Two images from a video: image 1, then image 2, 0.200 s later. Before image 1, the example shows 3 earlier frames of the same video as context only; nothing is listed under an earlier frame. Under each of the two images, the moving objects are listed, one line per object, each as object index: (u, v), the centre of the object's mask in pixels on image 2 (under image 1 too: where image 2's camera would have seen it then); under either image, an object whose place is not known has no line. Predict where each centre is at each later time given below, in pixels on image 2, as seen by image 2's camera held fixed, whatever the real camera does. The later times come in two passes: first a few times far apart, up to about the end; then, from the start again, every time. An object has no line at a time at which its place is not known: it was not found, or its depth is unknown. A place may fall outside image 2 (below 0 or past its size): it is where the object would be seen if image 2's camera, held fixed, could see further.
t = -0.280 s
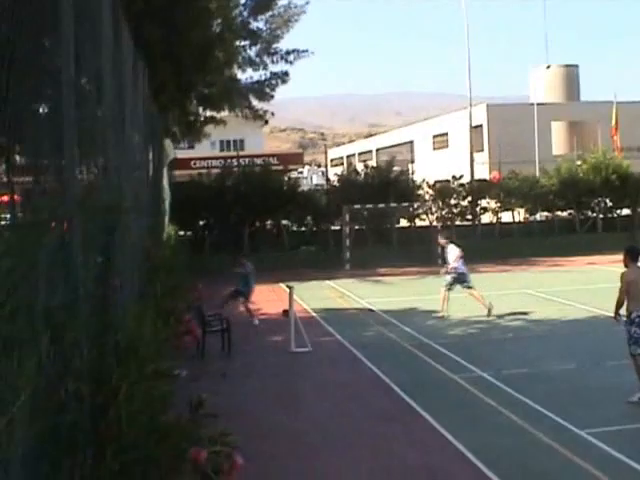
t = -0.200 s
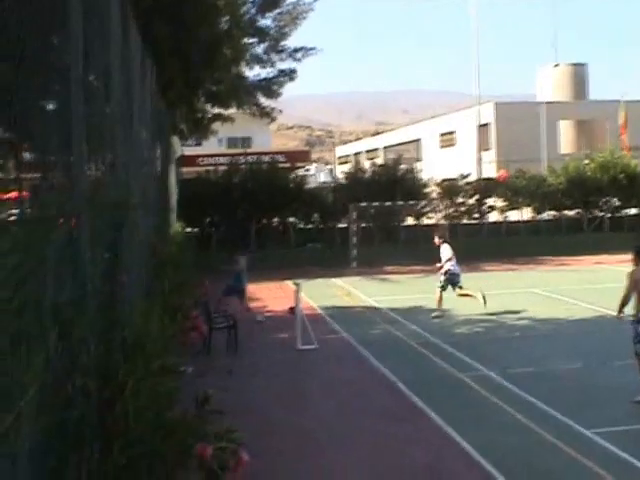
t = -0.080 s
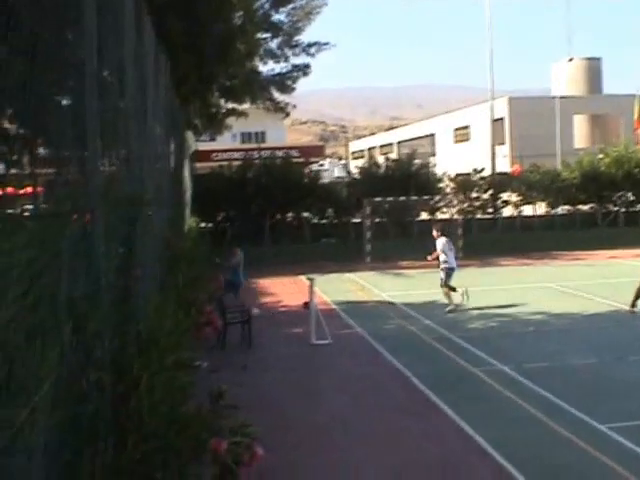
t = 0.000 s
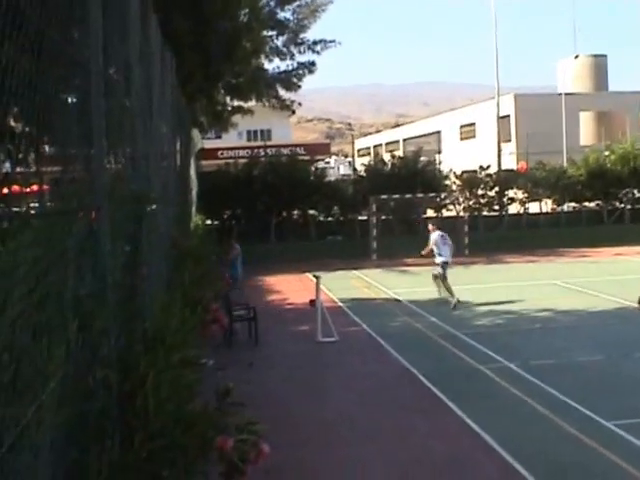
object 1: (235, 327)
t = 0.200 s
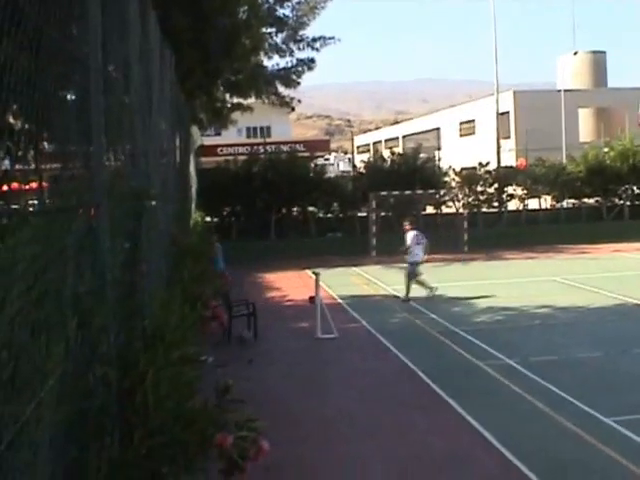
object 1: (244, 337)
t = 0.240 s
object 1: (249, 338)
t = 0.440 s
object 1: (273, 342)
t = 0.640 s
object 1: (298, 347)
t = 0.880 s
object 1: (328, 354)
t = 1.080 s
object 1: (355, 358)
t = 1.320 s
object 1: (387, 364)
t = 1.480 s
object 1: (410, 371)
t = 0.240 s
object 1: (249, 338)
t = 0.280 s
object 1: (254, 339)
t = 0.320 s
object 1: (258, 341)
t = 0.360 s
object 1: (263, 340)
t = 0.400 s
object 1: (269, 342)
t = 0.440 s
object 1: (273, 342)
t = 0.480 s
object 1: (276, 343)
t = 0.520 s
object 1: (282, 345)
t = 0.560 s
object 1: (288, 345)
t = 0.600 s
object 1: (293, 346)
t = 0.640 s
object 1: (298, 347)
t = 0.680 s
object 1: (302, 349)
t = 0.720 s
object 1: (308, 349)
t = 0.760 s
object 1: (312, 350)
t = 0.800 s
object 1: (317, 352)
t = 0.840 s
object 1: (323, 353)
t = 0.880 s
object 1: (328, 354)
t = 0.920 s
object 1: (334, 354)
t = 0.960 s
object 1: (339, 355)
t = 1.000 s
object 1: (345, 356)
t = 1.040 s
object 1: (350, 356)
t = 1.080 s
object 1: (355, 358)
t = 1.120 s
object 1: (360, 359)
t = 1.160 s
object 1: (366, 360)
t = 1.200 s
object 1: (371, 361)
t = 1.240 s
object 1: (377, 362)
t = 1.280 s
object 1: (383, 364)
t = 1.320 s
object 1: (387, 364)
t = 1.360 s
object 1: (393, 366)
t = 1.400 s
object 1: (399, 367)
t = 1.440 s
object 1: (404, 370)
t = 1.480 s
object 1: (410, 371)
